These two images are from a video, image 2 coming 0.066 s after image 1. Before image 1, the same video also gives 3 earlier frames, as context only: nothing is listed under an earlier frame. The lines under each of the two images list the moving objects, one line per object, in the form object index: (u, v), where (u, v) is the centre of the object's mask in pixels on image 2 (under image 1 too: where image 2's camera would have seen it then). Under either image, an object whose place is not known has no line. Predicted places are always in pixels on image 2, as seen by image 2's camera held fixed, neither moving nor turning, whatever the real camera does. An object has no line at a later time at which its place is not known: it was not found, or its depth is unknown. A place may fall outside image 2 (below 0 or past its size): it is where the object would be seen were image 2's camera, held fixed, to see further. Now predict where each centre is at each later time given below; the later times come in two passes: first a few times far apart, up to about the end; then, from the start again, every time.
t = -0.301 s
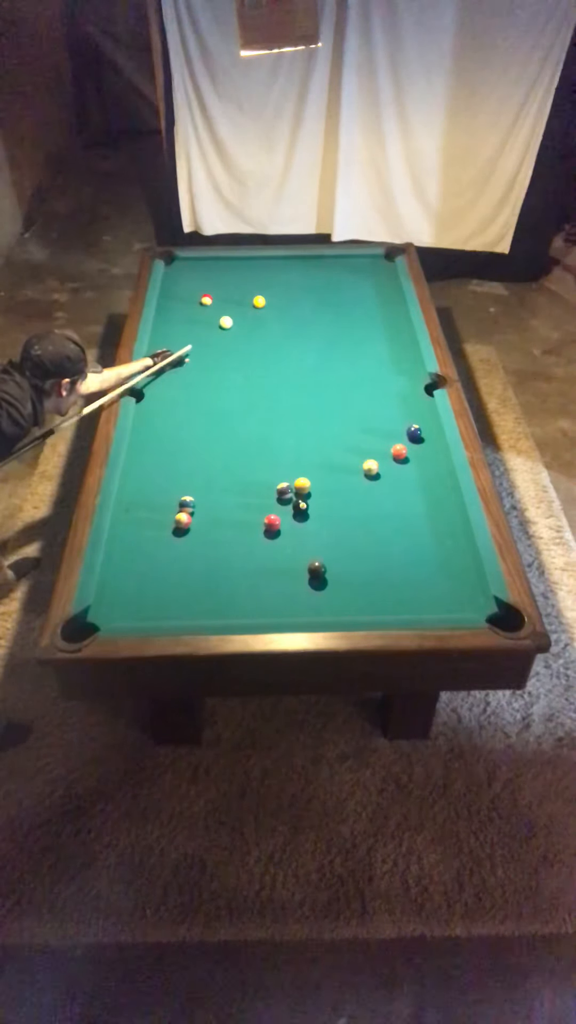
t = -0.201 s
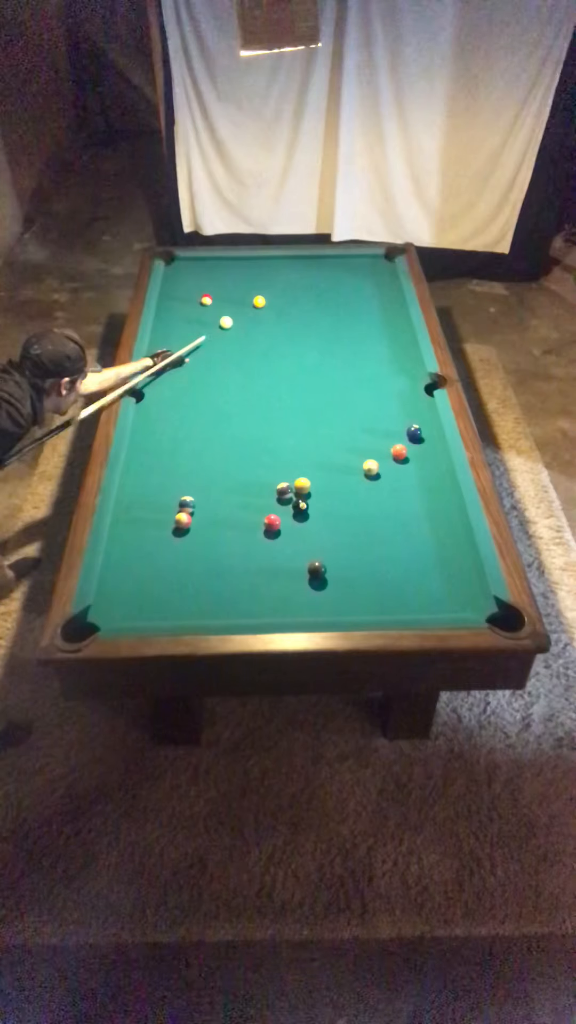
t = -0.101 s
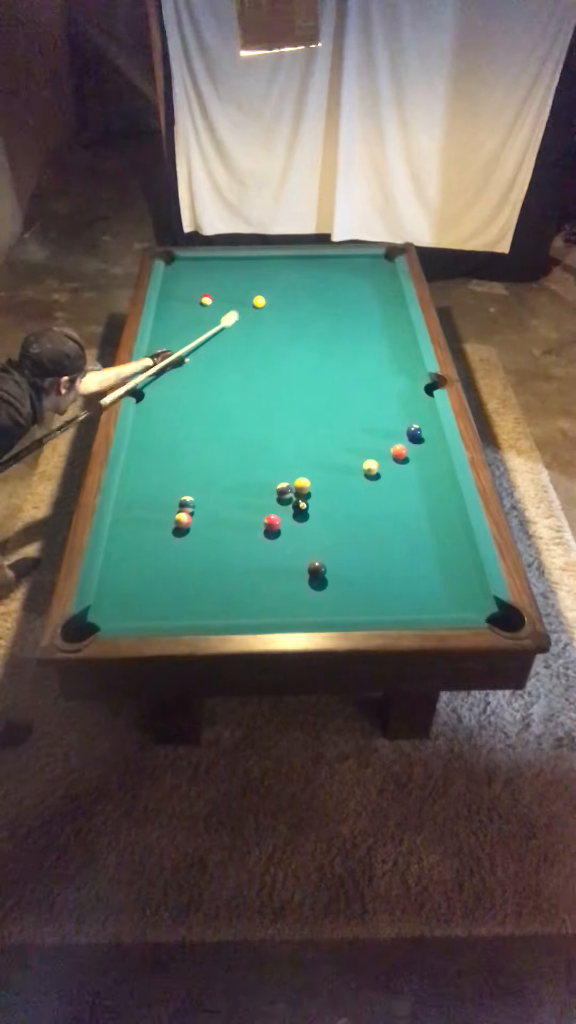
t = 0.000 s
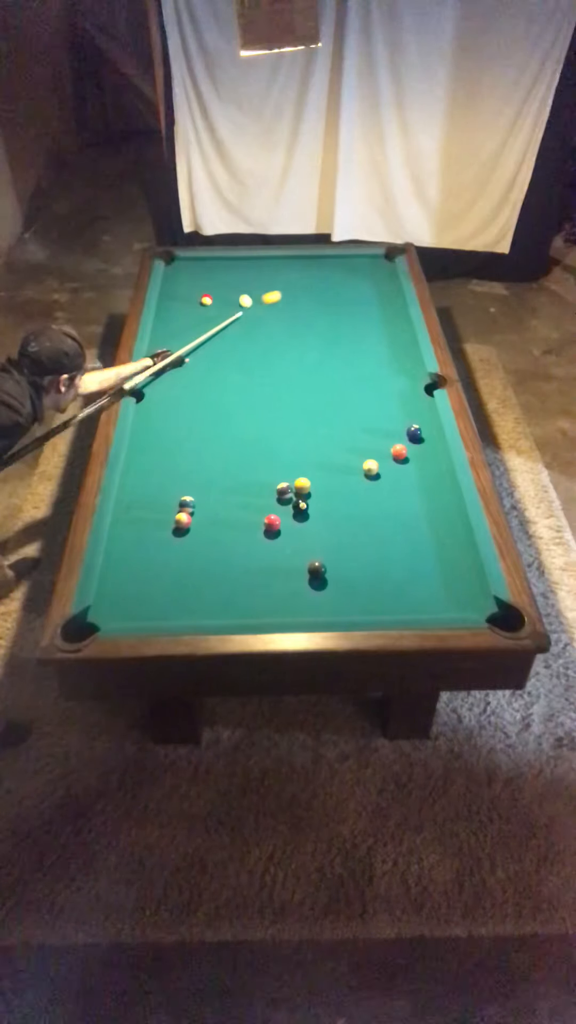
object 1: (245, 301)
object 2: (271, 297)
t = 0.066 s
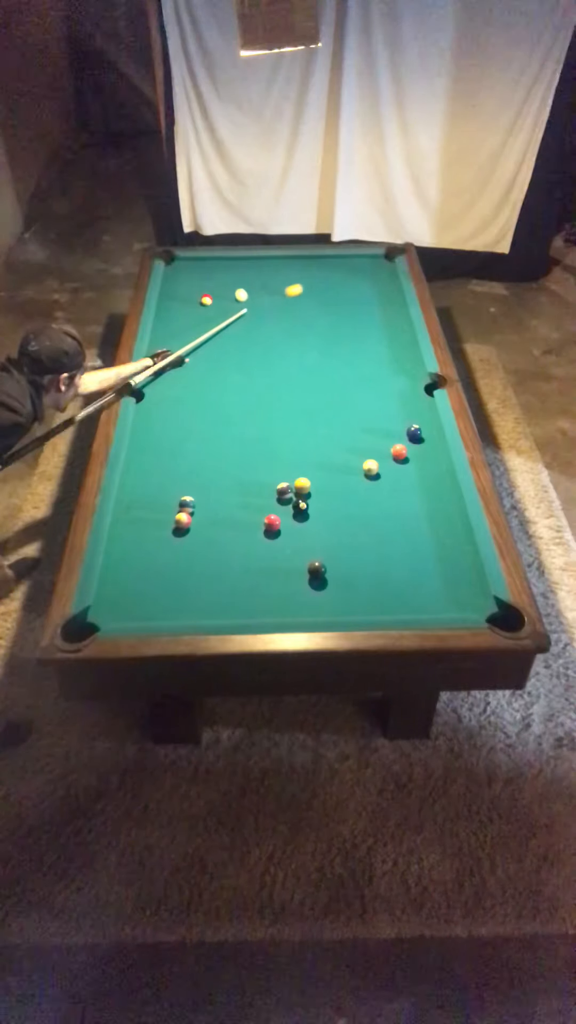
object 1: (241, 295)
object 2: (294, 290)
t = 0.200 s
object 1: (235, 284)
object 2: (330, 279)
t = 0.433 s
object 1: (225, 267)
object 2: (383, 262)
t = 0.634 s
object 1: (218, 262)
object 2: (388, 260)
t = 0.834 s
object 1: (212, 270)
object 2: (388, 266)
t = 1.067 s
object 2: (386, 272)
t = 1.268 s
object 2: (385, 278)
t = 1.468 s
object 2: (384, 283)
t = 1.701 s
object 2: (384, 288)
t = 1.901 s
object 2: (383, 293)
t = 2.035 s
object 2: (383, 295)
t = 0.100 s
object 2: (303, 287)
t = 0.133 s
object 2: (313, 284)
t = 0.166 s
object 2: (322, 281)
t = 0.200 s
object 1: (235, 284)
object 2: (330, 279)
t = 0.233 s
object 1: (233, 282)
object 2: (338, 276)
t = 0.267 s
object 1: (232, 279)
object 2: (346, 274)
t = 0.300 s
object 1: (230, 277)
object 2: (354, 271)
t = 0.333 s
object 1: (229, 274)
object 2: (361, 269)
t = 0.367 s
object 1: (227, 272)
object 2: (368, 266)
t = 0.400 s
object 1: (226, 269)
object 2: (376, 264)
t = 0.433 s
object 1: (225, 267)
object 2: (383, 262)
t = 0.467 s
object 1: (223, 264)
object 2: (389, 260)
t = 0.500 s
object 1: (222, 262)
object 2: (386, 257)
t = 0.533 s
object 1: (221, 260)
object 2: (383, 256)
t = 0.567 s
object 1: (220, 260)
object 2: (384, 257)
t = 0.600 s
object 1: (219, 261)
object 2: (386, 259)
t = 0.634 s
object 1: (218, 262)
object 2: (388, 260)
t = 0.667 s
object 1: (217, 263)
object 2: (389, 261)
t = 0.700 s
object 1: (216, 265)
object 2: (389, 262)
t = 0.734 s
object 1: (215, 266)
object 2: (389, 263)
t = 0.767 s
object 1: (214, 267)
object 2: (389, 264)
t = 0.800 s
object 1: (213, 268)
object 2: (388, 265)
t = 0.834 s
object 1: (212, 270)
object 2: (388, 266)
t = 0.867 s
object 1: (211, 271)
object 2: (388, 267)
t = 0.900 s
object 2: (387, 268)
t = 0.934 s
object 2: (387, 268)
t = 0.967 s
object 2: (387, 269)
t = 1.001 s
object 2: (387, 270)
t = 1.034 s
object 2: (387, 272)
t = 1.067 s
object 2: (386, 272)
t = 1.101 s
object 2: (386, 273)
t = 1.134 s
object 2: (386, 274)
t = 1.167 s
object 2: (386, 275)
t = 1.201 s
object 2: (386, 276)
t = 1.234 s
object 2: (386, 277)
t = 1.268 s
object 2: (385, 278)
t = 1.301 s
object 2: (385, 278)
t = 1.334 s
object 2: (385, 279)
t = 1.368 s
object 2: (385, 280)
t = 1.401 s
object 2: (385, 281)
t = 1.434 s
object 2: (385, 282)
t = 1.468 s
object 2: (384, 283)
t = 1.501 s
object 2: (384, 284)
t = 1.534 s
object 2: (384, 284)
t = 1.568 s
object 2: (384, 285)
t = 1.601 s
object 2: (384, 286)
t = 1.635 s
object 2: (384, 287)
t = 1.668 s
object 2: (384, 287)
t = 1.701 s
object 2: (384, 288)
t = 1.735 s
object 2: (384, 289)
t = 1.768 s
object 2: (383, 290)
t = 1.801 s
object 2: (383, 291)
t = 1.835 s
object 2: (383, 291)
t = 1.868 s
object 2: (383, 292)
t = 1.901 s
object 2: (383, 293)
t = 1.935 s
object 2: (383, 293)
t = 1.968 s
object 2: (383, 294)
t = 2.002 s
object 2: (383, 295)
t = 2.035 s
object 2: (383, 295)
